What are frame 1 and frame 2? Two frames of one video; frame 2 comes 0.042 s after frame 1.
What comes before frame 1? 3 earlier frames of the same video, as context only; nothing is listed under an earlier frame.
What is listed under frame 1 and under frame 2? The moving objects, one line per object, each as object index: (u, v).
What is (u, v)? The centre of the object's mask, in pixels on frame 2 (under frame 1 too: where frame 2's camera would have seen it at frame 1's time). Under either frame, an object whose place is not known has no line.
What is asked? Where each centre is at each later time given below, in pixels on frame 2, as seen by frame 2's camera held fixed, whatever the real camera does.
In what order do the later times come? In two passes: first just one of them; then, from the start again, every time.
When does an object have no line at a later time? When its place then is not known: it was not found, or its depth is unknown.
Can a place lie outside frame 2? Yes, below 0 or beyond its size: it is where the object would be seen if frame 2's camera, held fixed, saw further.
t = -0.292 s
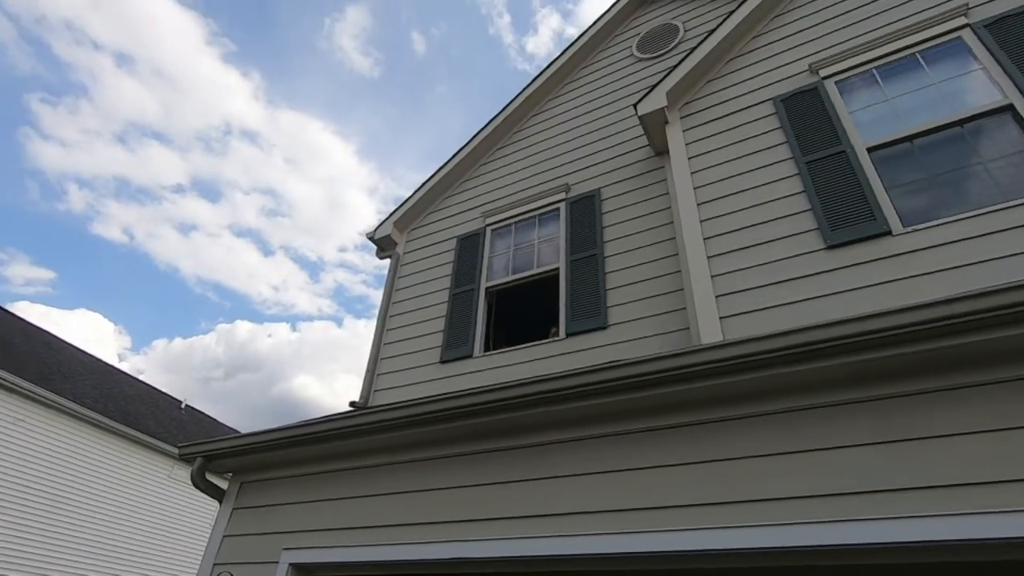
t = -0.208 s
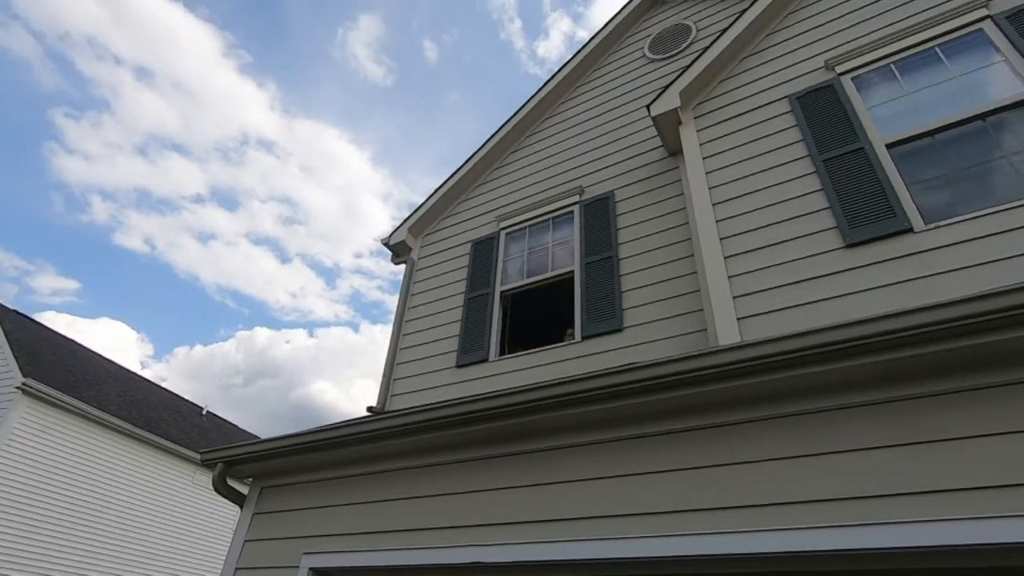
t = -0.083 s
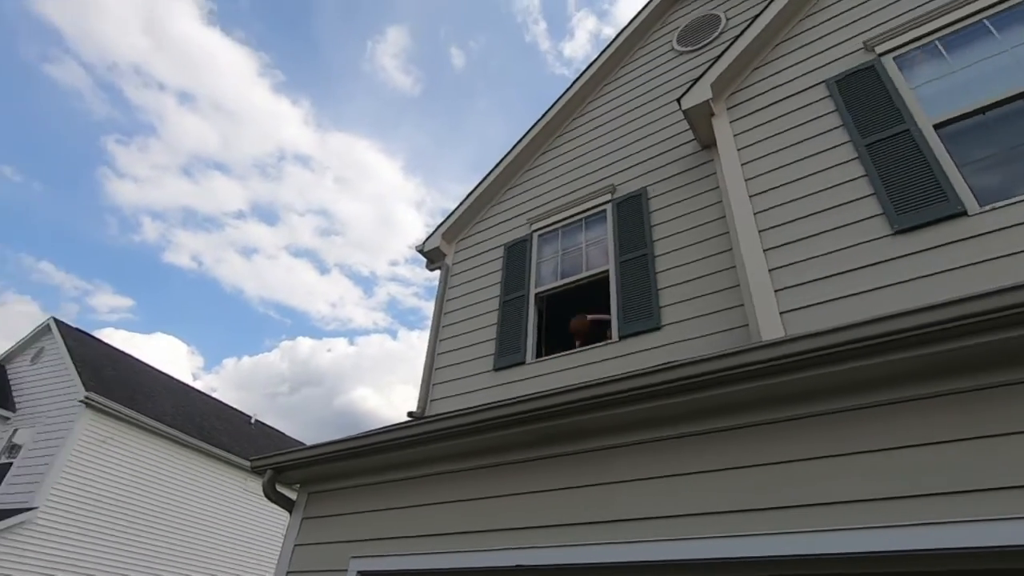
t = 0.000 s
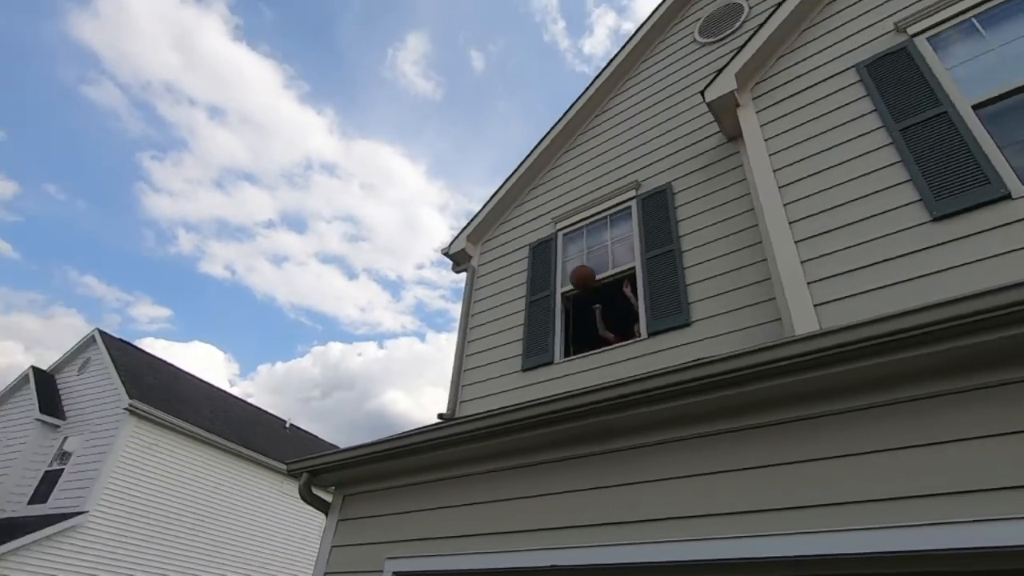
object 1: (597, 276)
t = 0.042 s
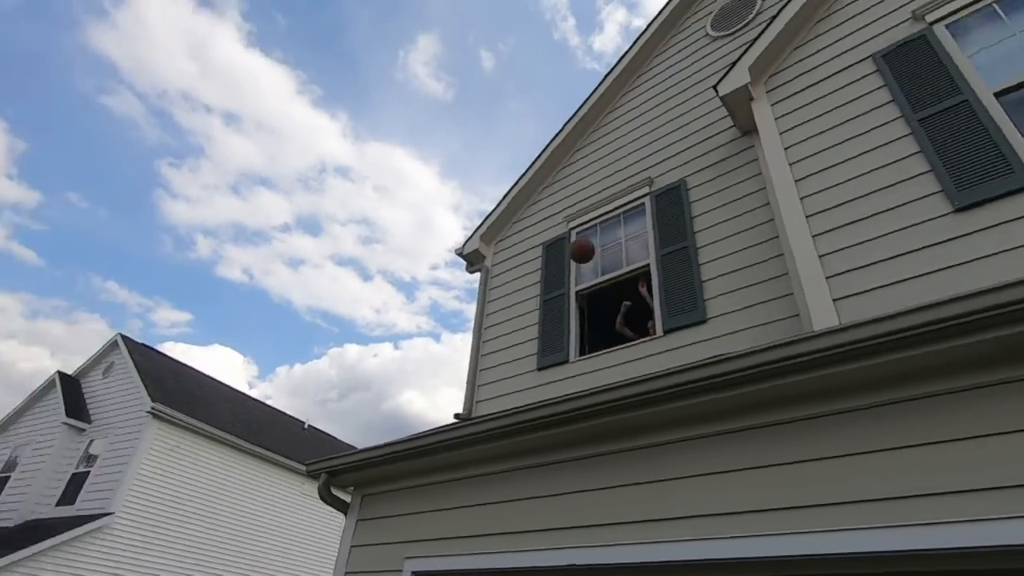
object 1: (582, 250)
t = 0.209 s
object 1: (515, 156)
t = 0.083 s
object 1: (566, 226)
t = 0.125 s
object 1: (550, 203)
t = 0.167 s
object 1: (533, 181)
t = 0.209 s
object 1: (515, 156)
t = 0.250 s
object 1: (499, 129)
